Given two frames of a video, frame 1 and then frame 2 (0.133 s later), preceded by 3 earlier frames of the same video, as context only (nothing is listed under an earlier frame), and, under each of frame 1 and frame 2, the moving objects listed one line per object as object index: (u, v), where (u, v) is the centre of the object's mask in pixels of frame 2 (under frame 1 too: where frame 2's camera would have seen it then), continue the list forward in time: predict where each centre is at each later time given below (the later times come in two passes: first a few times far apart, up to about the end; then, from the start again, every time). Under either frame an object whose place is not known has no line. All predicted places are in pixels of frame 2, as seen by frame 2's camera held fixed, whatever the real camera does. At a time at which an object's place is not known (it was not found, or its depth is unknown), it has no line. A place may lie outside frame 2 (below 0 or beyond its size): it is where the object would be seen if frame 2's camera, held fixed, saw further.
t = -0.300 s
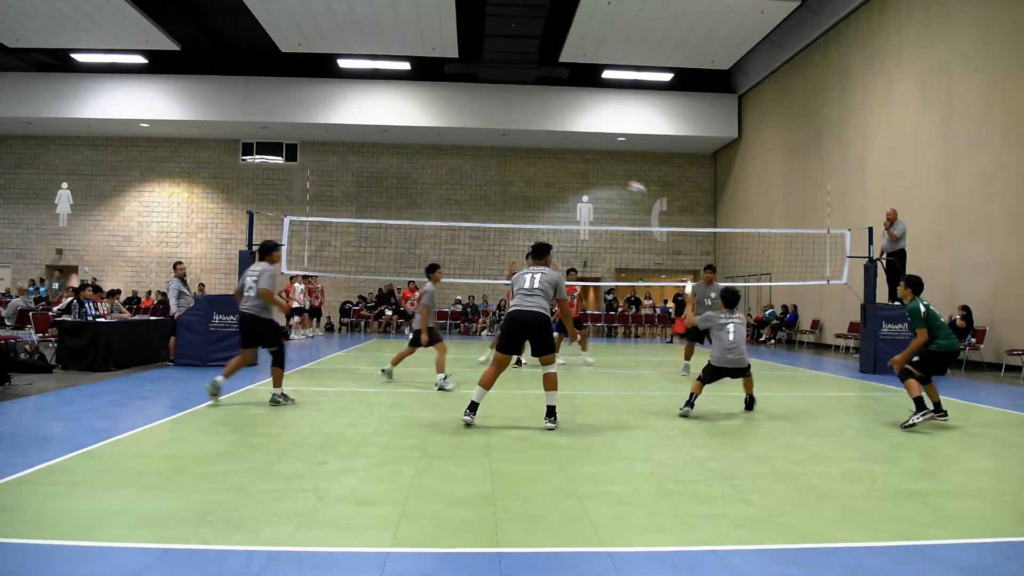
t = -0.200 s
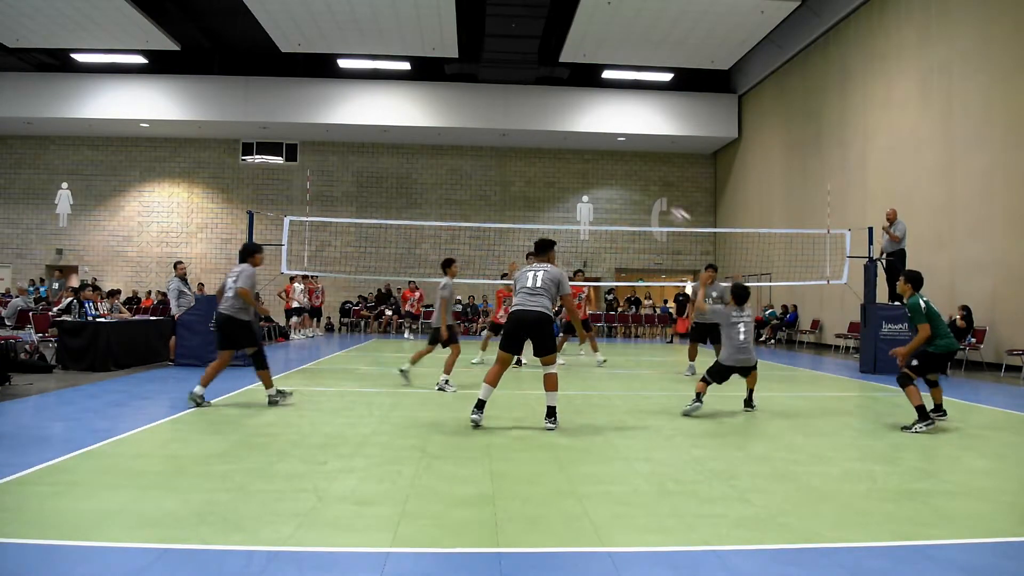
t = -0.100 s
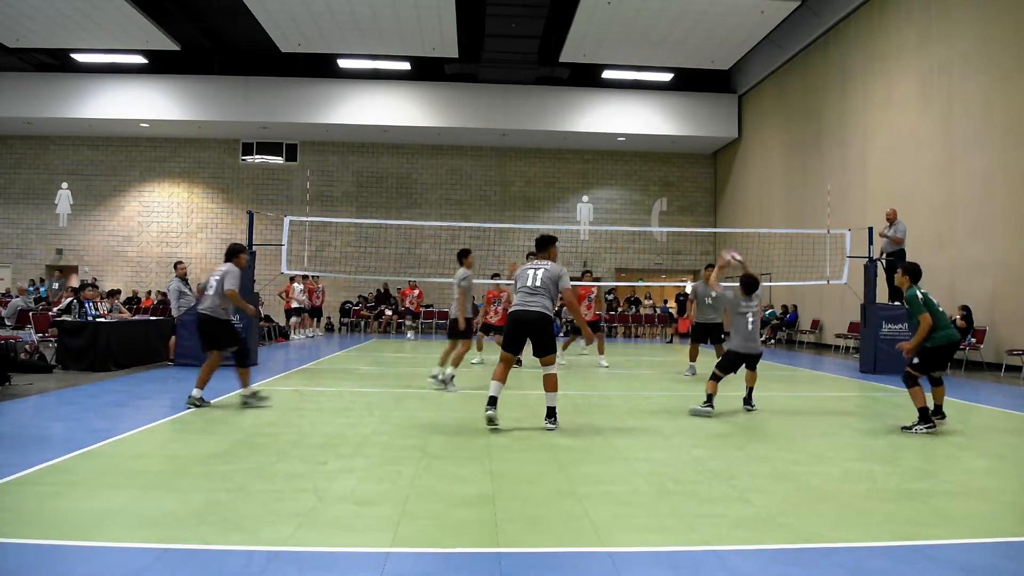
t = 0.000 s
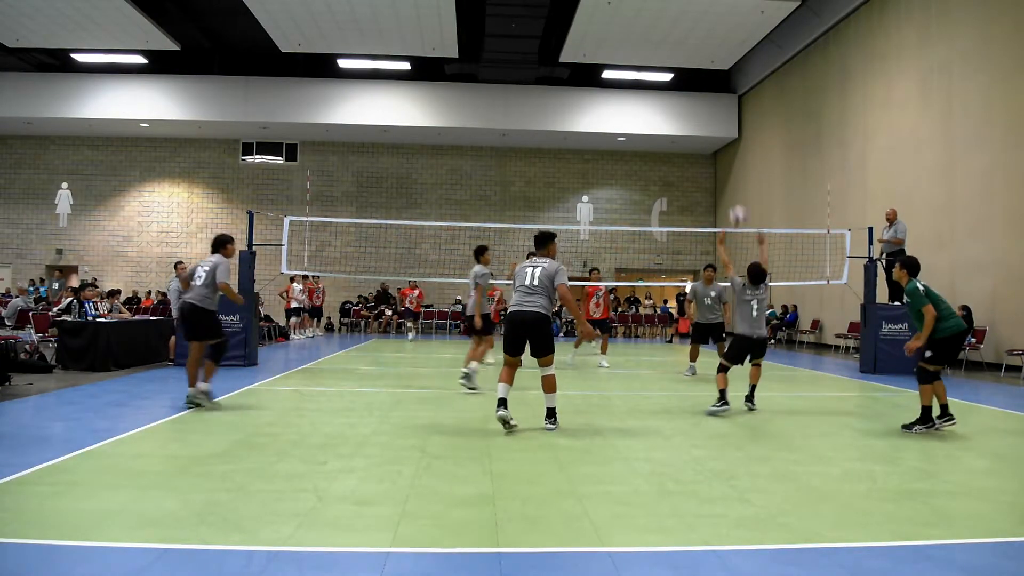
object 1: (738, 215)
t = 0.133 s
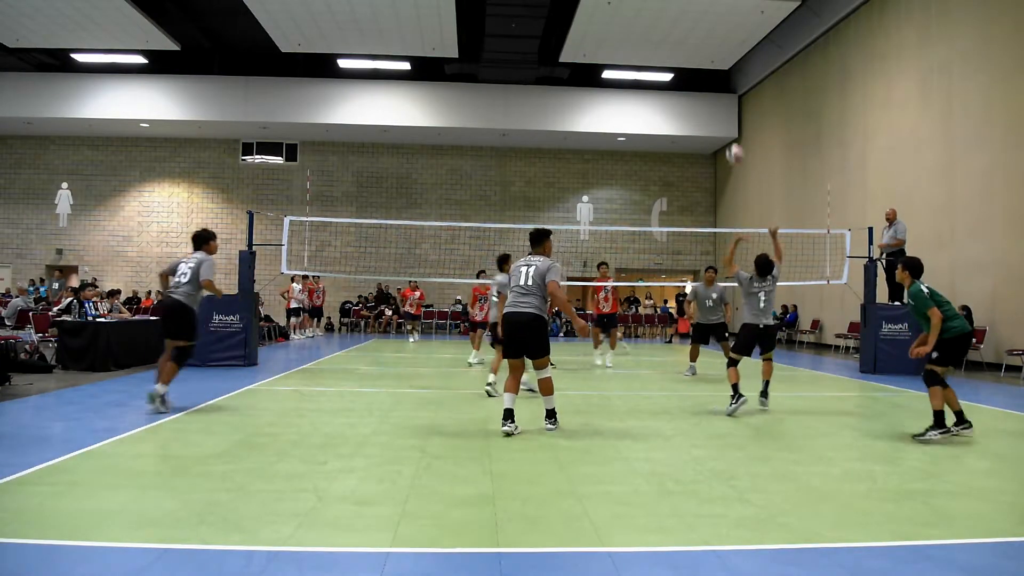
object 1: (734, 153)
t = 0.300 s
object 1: (733, 103)
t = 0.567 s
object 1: (728, 75)
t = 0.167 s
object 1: (734, 142)
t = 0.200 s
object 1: (734, 131)
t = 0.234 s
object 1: (734, 120)
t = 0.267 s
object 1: (733, 111)
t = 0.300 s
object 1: (733, 103)
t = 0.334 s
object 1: (732, 96)
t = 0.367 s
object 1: (731, 91)
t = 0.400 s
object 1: (731, 86)
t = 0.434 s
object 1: (730, 83)
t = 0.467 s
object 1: (730, 79)
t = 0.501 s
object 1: (729, 77)
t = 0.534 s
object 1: (729, 76)
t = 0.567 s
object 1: (728, 75)
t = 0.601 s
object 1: (728, 75)
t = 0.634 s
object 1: (728, 76)
